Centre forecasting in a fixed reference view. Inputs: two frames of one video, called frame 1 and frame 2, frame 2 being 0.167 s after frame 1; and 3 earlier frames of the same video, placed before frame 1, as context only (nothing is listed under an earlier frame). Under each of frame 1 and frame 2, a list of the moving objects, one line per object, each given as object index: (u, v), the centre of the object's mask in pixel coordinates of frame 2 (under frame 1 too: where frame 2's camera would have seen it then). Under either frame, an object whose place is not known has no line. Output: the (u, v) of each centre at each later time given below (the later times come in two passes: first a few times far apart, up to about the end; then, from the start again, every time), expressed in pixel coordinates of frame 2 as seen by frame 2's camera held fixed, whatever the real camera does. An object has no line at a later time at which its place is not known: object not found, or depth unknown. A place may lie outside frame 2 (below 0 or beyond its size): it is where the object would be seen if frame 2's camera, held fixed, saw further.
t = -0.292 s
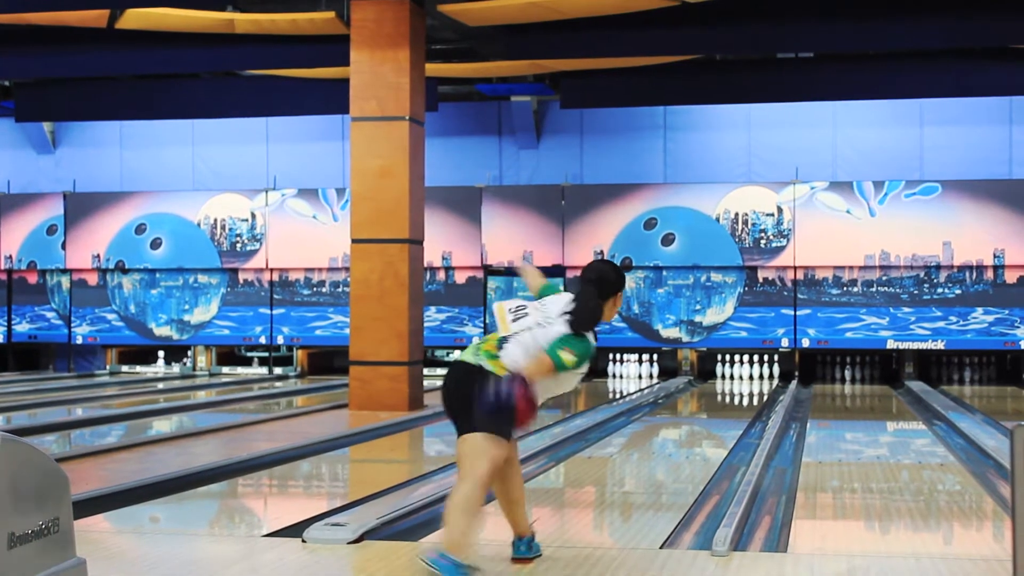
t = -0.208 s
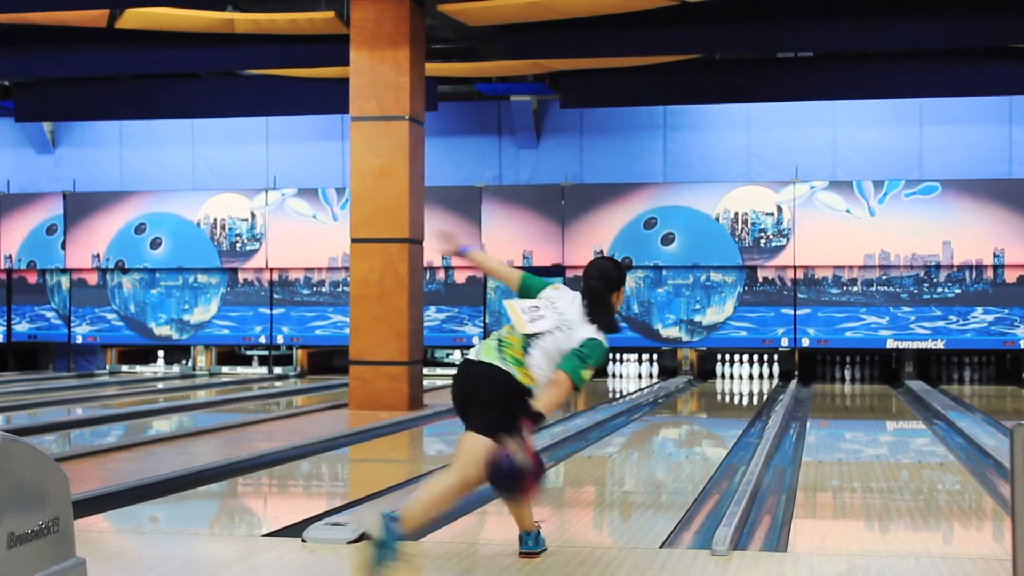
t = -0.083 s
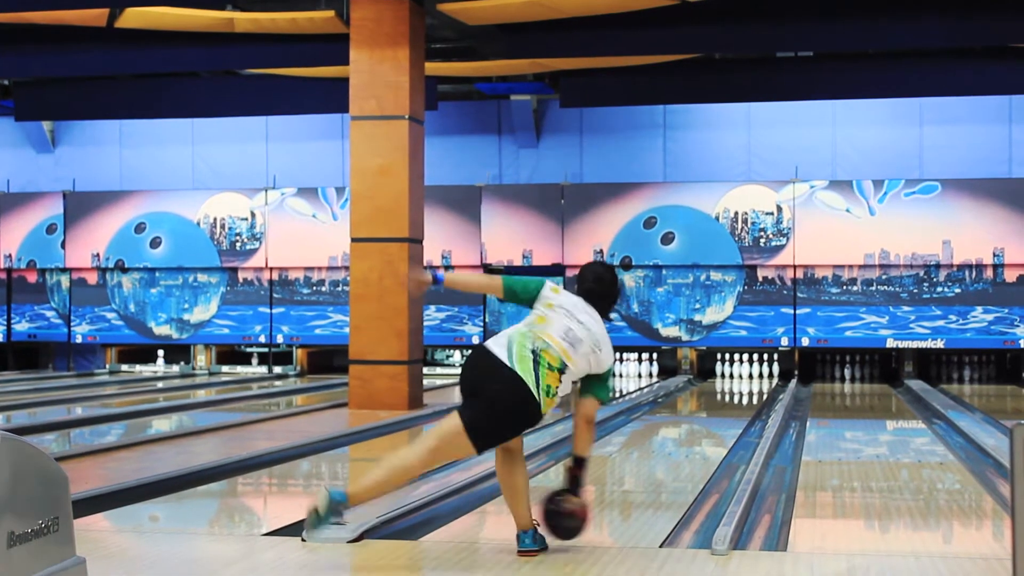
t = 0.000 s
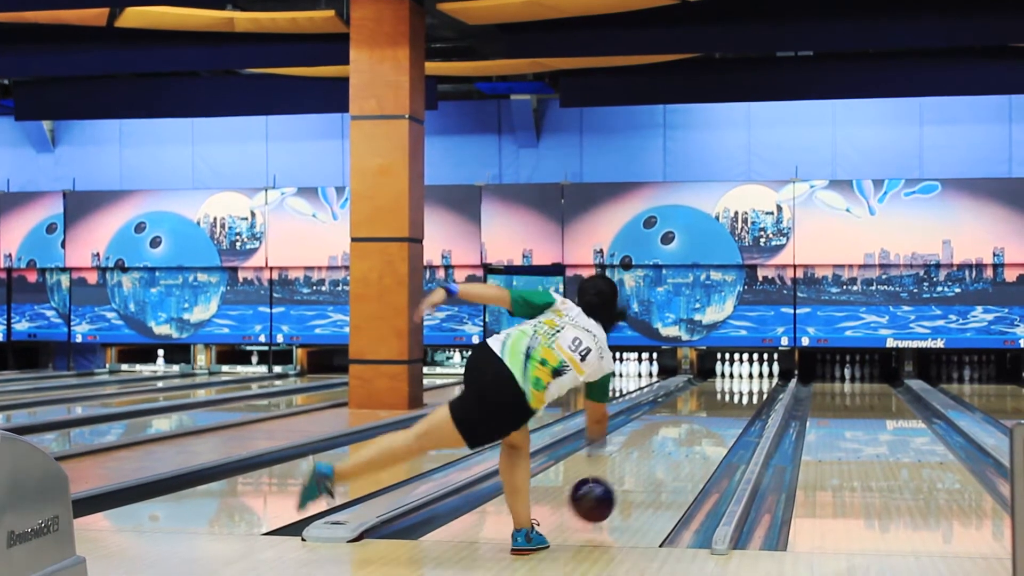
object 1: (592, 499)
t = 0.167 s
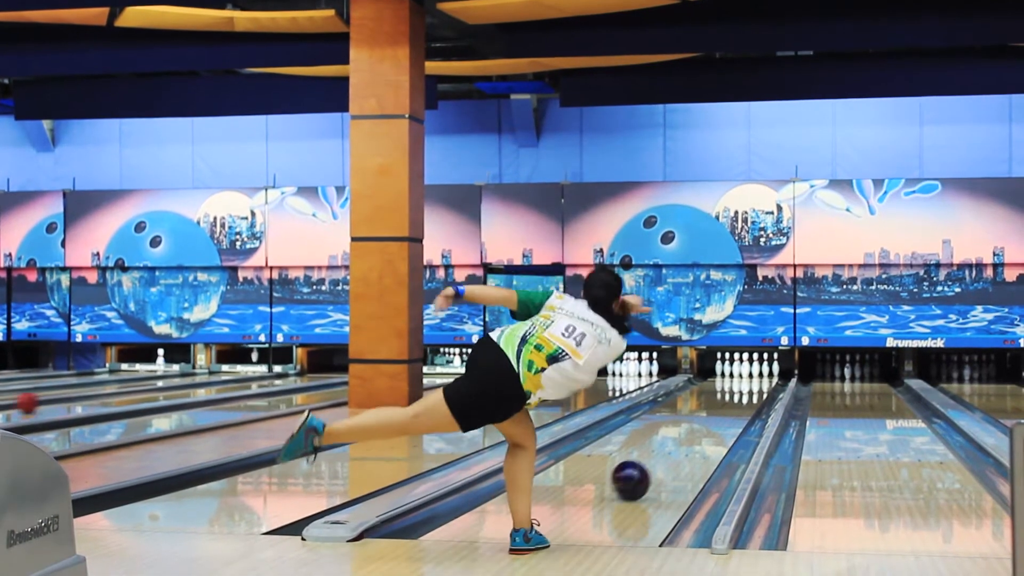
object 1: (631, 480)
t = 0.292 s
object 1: (653, 464)
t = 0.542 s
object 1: (686, 439)
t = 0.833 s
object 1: (713, 419)
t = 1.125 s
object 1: (731, 405)
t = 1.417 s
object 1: (745, 395)
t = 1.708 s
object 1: (755, 386)
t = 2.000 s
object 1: (758, 380)
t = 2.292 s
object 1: (755, 375)
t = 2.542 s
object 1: (750, 371)
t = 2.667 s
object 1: (751, 370)
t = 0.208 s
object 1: (639, 475)
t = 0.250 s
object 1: (646, 469)
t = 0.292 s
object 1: (653, 464)
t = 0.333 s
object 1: (659, 459)
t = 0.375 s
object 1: (665, 455)
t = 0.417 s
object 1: (671, 451)
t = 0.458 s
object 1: (676, 446)
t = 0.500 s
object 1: (681, 442)
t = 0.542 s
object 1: (686, 439)
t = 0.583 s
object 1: (691, 435)
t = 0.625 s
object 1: (695, 432)
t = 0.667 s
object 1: (699, 429)
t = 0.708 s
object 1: (702, 427)
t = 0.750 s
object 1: (706, 424)
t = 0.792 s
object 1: (709, 422)
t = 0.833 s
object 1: (713, 419)
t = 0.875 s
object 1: (716, 417)
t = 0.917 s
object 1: (719, 414)
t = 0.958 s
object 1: (721, 413)
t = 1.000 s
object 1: (724, 411)
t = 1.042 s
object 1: (727, 409)
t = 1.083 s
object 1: (729, 407)
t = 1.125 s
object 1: (731, 405)
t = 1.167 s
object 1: (733, 403)
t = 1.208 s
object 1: (736, 402)
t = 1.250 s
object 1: (738, 400)
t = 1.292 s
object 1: (740, 399)
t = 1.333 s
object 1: (742, 397)
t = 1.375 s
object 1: (743, 396)
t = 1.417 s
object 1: (745, 395)
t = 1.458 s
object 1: (747, 393)
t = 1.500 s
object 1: (748, 392)
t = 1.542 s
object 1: (749, 391)
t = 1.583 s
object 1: (751, 390)
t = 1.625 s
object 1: (753, 388)
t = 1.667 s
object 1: (754, 388)
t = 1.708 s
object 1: (755, 386)
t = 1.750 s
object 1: (756, 385)
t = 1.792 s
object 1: (756, 384)
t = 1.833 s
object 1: (757, 383)
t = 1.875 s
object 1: (757, 383)
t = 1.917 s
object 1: (758, 381)
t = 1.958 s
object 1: (758, 381)
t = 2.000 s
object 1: (758, 380)
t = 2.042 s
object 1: (758, 379)
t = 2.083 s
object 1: (757, 378)
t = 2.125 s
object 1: (757, 378)
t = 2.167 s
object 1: (756, 377)
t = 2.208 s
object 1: (756, 376)
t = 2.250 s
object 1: (755, 376)
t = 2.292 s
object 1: (755, 375)
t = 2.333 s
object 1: (754, 374)
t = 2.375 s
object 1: (753, 374)
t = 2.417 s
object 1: (752, 373)
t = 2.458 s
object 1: (751, 373)
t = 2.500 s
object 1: (750, 372)
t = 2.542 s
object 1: (750, 371)
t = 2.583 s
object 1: (751, 371)
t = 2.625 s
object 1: (751, 370)
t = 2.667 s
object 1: (751, 370)
